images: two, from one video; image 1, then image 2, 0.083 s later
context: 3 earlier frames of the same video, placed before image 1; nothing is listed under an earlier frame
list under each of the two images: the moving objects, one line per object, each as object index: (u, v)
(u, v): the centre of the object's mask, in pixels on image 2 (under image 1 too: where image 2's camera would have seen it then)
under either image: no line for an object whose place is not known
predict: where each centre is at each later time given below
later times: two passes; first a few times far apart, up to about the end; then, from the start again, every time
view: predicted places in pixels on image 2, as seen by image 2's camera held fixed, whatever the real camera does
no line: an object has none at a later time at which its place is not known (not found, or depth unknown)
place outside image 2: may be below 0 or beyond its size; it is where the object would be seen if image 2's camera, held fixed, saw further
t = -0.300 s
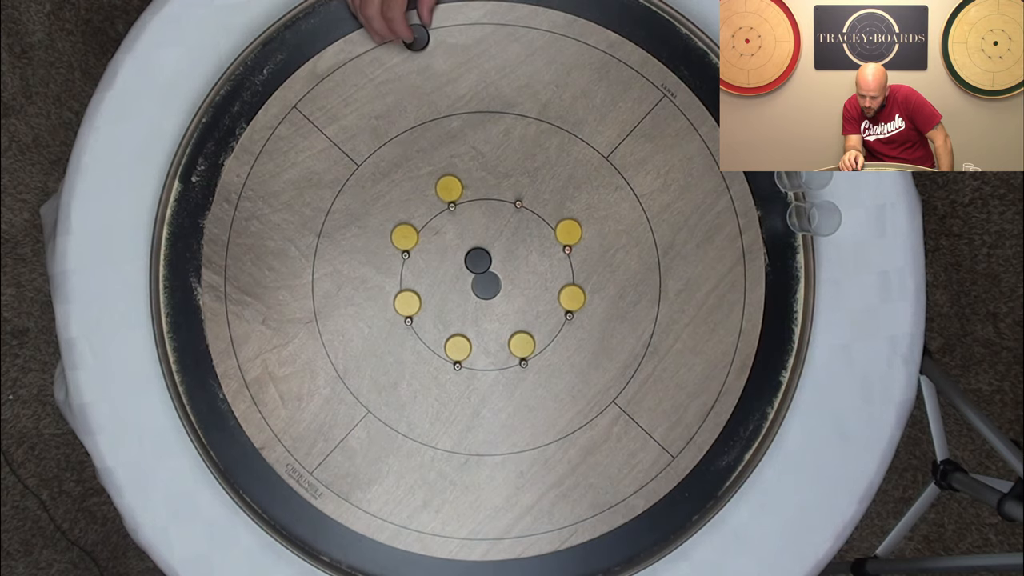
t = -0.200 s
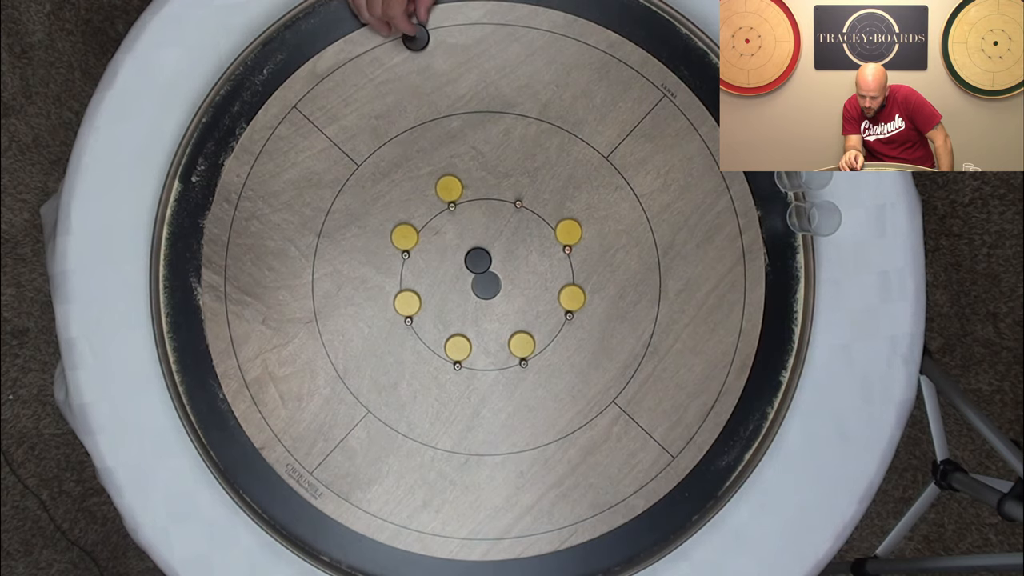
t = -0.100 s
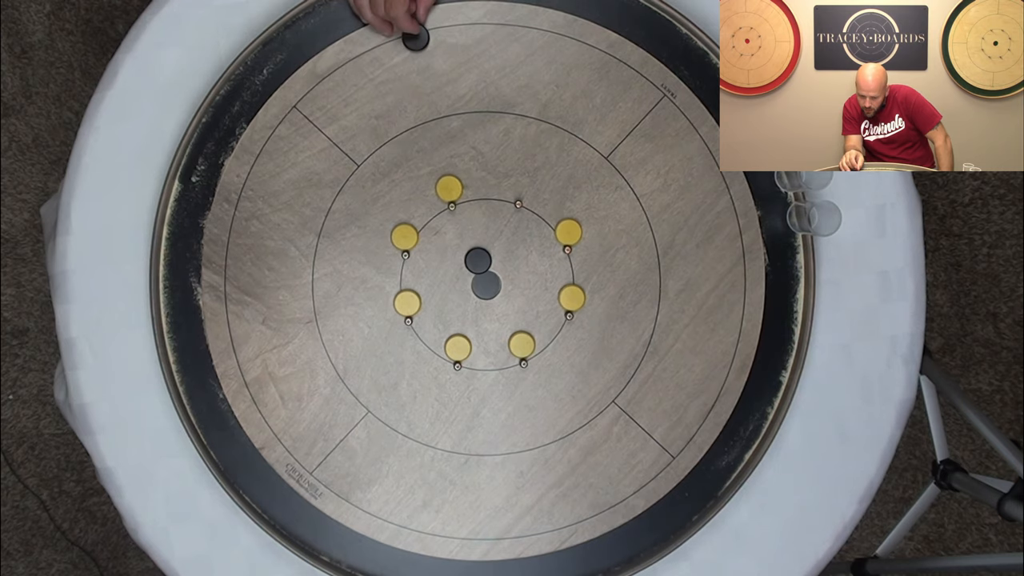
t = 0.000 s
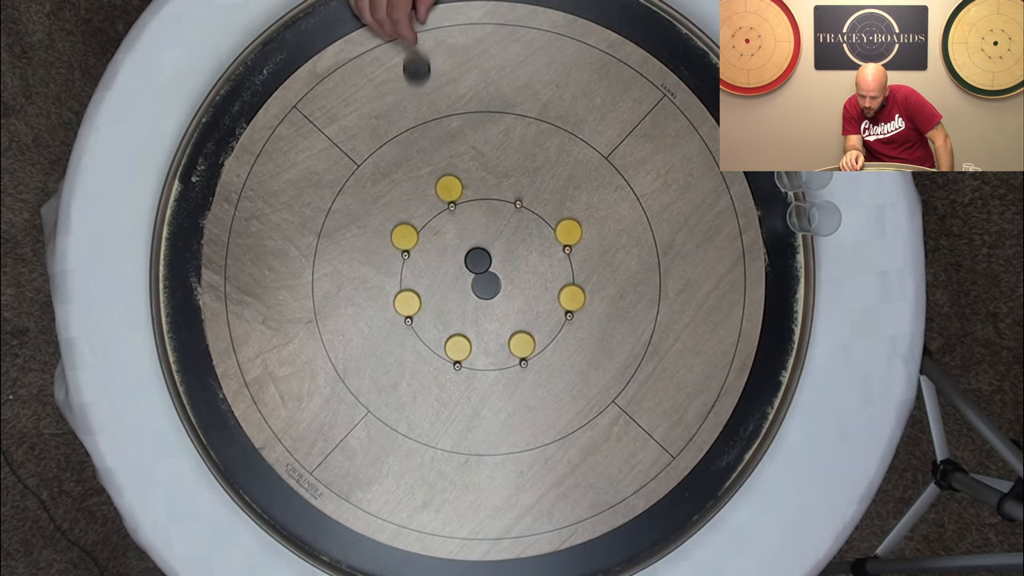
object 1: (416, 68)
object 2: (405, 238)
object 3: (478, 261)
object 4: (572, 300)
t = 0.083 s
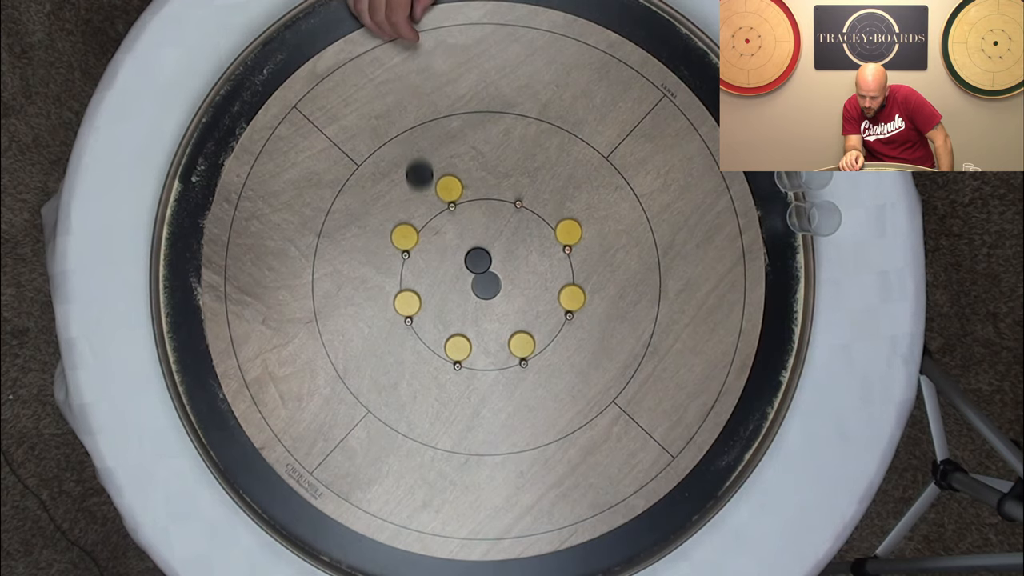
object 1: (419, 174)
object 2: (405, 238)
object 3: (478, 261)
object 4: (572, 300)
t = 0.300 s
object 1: (453, 256)
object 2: (344, 136)
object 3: (518, 284)
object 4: (571, 297)
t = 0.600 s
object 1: (453, 257)
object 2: (300, 44)
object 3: (548, 325)
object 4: (608, 294)
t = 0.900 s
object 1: (453, 257)
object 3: (548, 326)
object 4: (624, 292)
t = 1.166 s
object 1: (453, 257)
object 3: (548, 326)
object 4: (624, 292)
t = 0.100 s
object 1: (420, 195)
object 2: (404, 236)
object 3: (478, 260)
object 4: (571, 297)
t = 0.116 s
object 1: (421, 214)
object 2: (404, 237)
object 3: (478, 260)
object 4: (571, 297)
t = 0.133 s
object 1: (428, 222)
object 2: (398, 228)
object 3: (478, 260)
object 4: (571, 297)
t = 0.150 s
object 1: (436, 229)
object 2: (392, 218)
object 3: (478, 260)
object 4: (571, 297)
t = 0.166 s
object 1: (443, 236)
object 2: (386, 209)
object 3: (478, 260)
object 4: (571, 297)
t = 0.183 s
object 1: (450, 243)
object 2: (381, 199)
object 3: (478, 260)
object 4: (571, 297)
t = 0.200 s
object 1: (454, 248)
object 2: (375, 190)
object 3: (481, 262)
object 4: (571, 297)
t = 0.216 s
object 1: (454, 249)
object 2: (370, 181)
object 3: (488, 266)
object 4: (571, 297)
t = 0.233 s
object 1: (454, 251)
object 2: (365, 172)
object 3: (494, 270)
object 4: (571, 297)
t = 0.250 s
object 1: (453, 253)
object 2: (359, 162)
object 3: (501, 274)
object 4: (571, 297)
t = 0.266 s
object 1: (453, 254)
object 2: (354, 154)
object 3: (507, 278)
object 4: (571, 297)
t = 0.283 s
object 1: (453, 255)
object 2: (349, 145)
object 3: (512, 281)
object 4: (571, 297)
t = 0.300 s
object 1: (453, 256)
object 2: (344, 136)
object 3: (518, 284)
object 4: (571, 297)
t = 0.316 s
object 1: (453, 257)
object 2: (339, 128)
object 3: (523, 288)
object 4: (571, 297)
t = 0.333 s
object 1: (453, 257)
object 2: (334, 119)
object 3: (528, 291)
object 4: (571, 297)
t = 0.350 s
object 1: (453, 257)
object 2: (329, 111)
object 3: (533, 294)
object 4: (571, 297)
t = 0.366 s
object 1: (453, 257)
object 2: (324, 103)
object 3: (538, 297)
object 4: (571, 297)
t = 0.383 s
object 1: (453, 257)
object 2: (320, 95)
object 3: (542, 300)
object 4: (572, 297)
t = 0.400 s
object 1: (453, 257)
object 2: (315, 86)
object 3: (545, 303)
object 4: (573, 297)
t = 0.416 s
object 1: (453, 257)
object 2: (311, 79)
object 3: (545, 305)
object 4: (577, 297)
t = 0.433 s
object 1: (453, 257)
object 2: (307, 72)
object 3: (546, 308)
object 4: (580, 297)
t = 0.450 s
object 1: (453, 257)
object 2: (302, 65)
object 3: (546, 310)
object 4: (584, 296)
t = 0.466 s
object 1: (453, 257)
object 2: (298, 59)
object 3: (547, 313)
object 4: (587, 296)
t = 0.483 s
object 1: (453, 257)
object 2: (295, 52)
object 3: (547, 315)
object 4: (590, 296)
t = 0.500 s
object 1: (453, 257)
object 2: (291, 46)
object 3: (547, 317)
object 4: (593, 296)
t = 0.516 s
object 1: (453, 257)
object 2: (289, 40)
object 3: (548, 319)
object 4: (596, 296)
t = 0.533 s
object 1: (453, 257)
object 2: (293, 43)
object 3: (548, 321)
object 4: (599, 295)
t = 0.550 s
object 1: (453, 257)
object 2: (297, 45)
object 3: (548, 322)
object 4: (601, 295)
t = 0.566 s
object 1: (453, 257)
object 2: (302, 48)
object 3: (548, 324)
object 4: (603, 295)
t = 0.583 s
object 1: (453, 257)
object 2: (302, 47)
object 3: (548, 325)
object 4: (606, 294)
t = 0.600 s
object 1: (453, 257)
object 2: (300, 44)
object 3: (548, 325)
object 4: (608, 294)
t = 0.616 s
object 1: (453, 257)
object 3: (548, 326)
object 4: (610, 294)
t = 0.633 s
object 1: (453, 257)
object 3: (548, 326)
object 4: (611, 294)
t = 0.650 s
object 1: (453, 257)
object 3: (548, 326)
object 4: (613, 293)
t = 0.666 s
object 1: (453, 257)
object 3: (548, 326)
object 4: (614, 293)
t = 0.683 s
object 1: (453, 257)
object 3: (548, 326)
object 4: (616, 293)
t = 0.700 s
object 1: (453, 257)
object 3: (548, 326)
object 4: (617, 293)
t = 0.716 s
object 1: (453, 257)
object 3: (548, 326)
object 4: (618, 293)
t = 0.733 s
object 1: (453, 257)
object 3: (548, 326)
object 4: (619, 293)
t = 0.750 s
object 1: (453, 257)
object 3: (548, 326)
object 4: (620, 293)
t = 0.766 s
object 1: (453, 257)
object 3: (548, 326)
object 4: (621, 292)
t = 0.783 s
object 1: (453, 257)
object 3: (548, 326)
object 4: (621, 292)
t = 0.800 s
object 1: (453, 257)
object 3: (548, 326)
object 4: (622, 292)
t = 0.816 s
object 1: (453, 257)
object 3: (548, 326)
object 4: (623, 292)
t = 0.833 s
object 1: (453, 257)
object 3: (548, 326)
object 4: (623, 292)
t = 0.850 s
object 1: (453, 257)
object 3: (548, 326)
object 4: (624, 292)
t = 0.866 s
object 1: (453, 257)
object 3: (548, 326)
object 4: (624, 292)
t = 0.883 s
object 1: (453, 257)
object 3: (548, 326)
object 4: (624, 292)
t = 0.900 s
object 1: (453, 257)
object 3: (548, 326)
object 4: (624, 292)
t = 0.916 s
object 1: (453, 257)
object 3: (548, 326)
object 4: (624, 292)
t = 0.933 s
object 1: (453, 257)
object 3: (548, 326)
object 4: (624, 292)
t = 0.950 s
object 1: (453, 257)
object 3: (548, 326)
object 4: (624, 292)
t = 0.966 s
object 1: (453, 257)
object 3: (548, 326)
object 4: (624, 292)
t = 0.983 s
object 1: (453, 257)
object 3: (548, 326)
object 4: (624, 292)
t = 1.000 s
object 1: (453, 257)
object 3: (548, 326)
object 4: (624, 292)
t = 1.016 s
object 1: (453, 257)
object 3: (548, 326)
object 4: (624, 292)
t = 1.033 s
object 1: (453, 257)
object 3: (548, 326)
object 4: (624, 292)
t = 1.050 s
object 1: (453, 257)
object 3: (548, 326)
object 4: (624, 292)
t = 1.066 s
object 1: (453, 257)
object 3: (548, 326)
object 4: (624, 292)
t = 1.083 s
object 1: (453, 257)
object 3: (548, 326)
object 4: (624, 292)
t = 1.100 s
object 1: (453, 257)
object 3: (548, 326)
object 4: (624, 292)
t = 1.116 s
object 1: (453, 257)
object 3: (548, 326)
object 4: (624, 292)
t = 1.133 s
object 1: (453, 257)
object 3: (548, 326)
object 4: (624, 292)
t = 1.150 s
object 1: (453, 257)
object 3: (548, 326)
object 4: (624, 292)
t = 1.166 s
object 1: (453, 257)
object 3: (548, 326)
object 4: (624, 292)
